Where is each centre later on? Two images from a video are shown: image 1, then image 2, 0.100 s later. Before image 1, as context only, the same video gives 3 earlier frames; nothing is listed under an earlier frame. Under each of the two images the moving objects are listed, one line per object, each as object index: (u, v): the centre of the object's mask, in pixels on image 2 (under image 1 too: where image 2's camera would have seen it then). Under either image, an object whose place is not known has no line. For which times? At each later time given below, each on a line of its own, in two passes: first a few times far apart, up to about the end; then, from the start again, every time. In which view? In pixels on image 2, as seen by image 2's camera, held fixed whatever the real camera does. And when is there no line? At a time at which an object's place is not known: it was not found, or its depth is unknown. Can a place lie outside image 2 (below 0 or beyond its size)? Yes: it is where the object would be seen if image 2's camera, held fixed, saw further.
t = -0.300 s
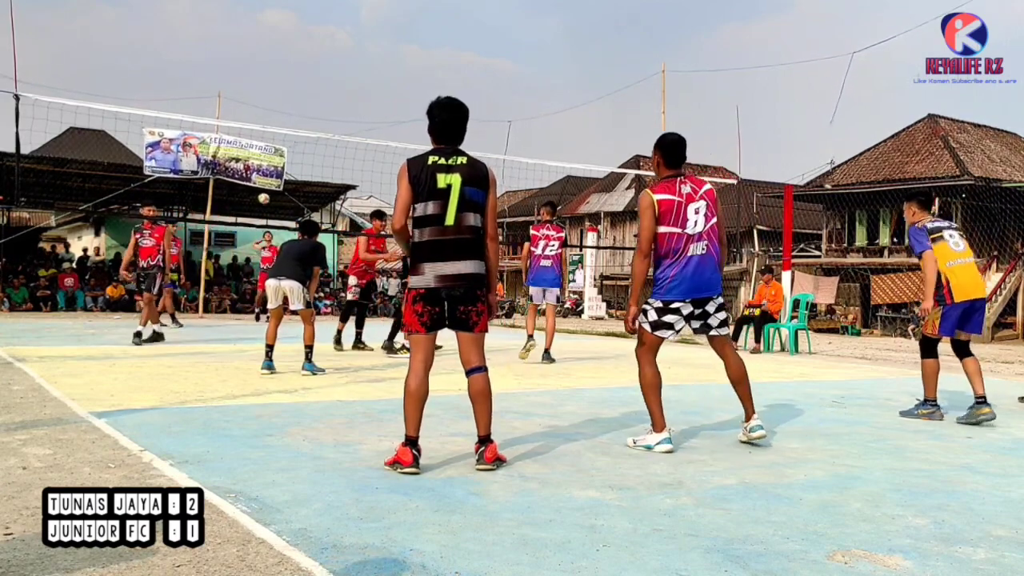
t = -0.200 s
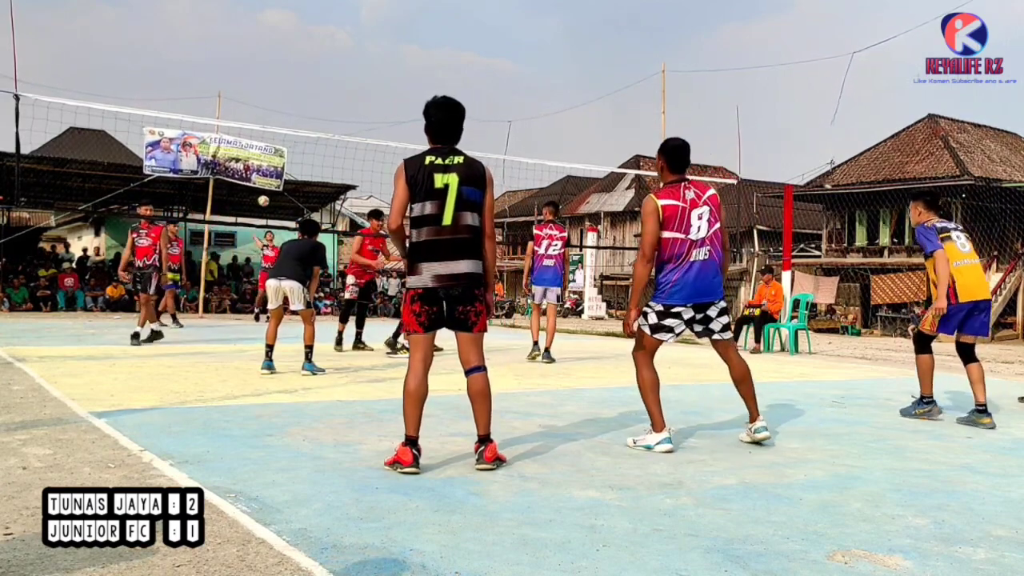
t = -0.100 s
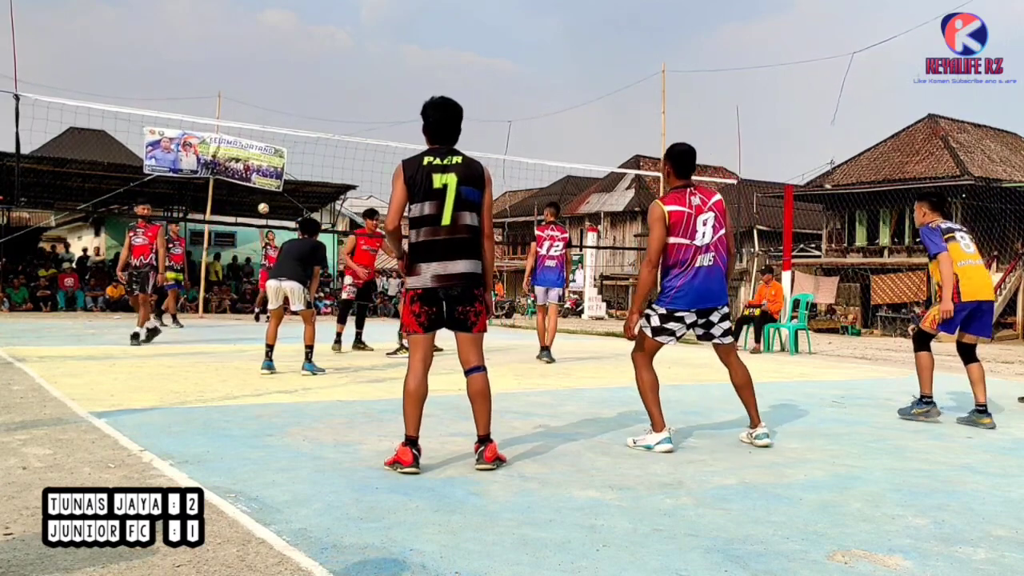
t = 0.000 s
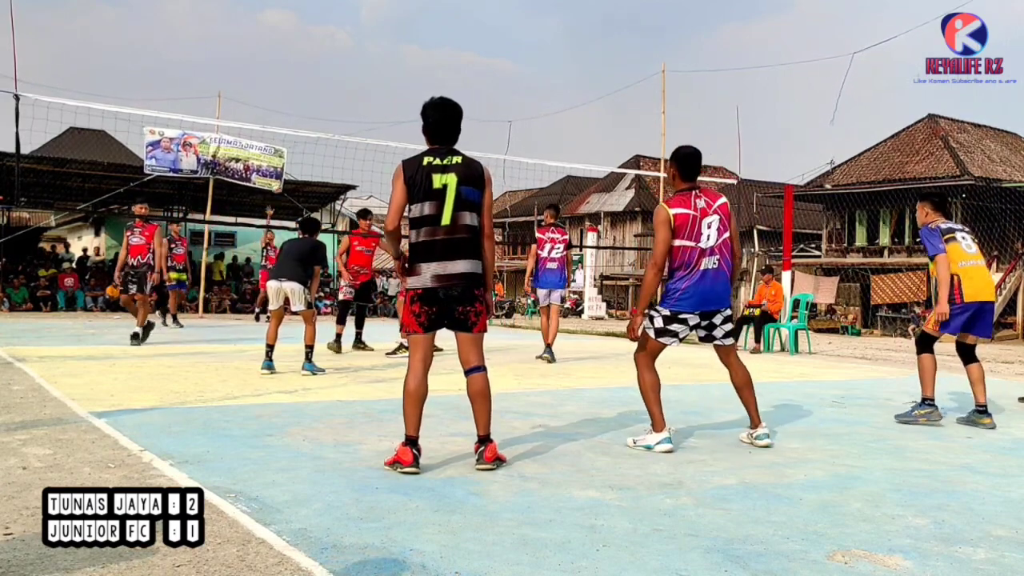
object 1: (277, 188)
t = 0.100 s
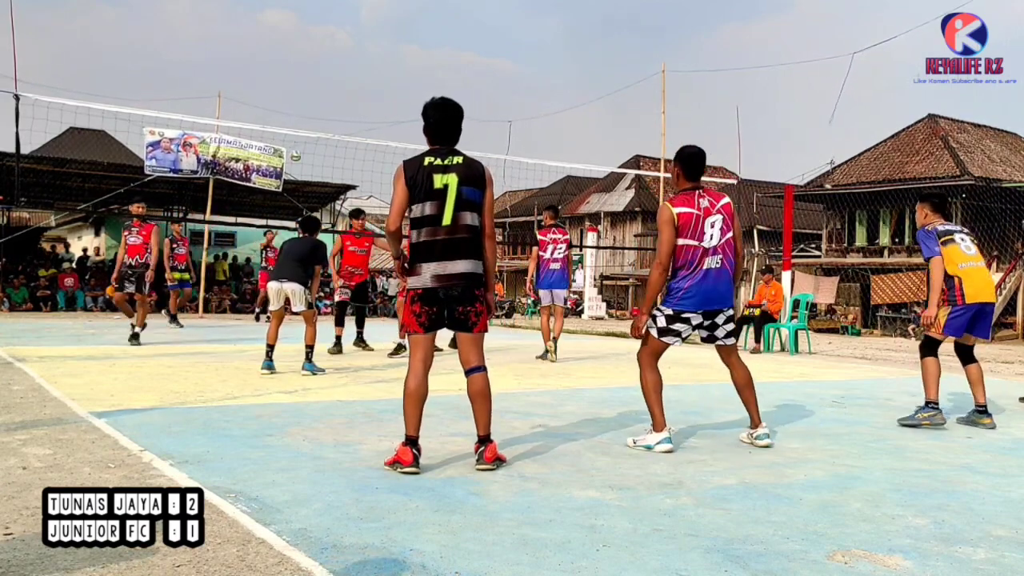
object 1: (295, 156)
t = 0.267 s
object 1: (329, 108)
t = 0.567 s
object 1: (399, 43)
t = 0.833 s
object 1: (477, 24)
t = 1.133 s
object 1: (589, 70)
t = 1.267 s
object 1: (649, 126)
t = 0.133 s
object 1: (301, 146)
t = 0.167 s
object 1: (308, 138)
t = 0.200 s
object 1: (315, 126)
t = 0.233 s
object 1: (322, 117)
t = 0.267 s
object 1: (329, 108)
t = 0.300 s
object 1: (336, 99)
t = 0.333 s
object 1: (343, 91)
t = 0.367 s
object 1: (351, 83)
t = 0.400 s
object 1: (358, 75)
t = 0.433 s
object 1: (366, 68)
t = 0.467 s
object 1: (374, 62)
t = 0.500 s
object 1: (382, 55)
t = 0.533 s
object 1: (390, 49)
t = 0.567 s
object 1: (399, 43)
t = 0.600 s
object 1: (408, 39)
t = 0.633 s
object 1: (417, 35)
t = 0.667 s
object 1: (426, 32)
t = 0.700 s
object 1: (436, 28)
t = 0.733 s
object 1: (446, 26)
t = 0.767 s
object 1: (456, 24)
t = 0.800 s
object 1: (466, 24)
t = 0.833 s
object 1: (477, 24)
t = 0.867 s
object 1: (488, 25)
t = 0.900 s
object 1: (500, 27)
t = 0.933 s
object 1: (511, 29)
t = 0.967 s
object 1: (523, 34)
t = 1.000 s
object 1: (535, 38)
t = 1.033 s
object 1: (548, 44)
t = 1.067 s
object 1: (561, 51)
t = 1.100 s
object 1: (574, 60)
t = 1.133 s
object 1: (589, 70)
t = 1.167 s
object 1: (603, 81)
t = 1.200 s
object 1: (618, 94)
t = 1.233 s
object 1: (633, 109)
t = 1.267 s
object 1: (649, 126)
